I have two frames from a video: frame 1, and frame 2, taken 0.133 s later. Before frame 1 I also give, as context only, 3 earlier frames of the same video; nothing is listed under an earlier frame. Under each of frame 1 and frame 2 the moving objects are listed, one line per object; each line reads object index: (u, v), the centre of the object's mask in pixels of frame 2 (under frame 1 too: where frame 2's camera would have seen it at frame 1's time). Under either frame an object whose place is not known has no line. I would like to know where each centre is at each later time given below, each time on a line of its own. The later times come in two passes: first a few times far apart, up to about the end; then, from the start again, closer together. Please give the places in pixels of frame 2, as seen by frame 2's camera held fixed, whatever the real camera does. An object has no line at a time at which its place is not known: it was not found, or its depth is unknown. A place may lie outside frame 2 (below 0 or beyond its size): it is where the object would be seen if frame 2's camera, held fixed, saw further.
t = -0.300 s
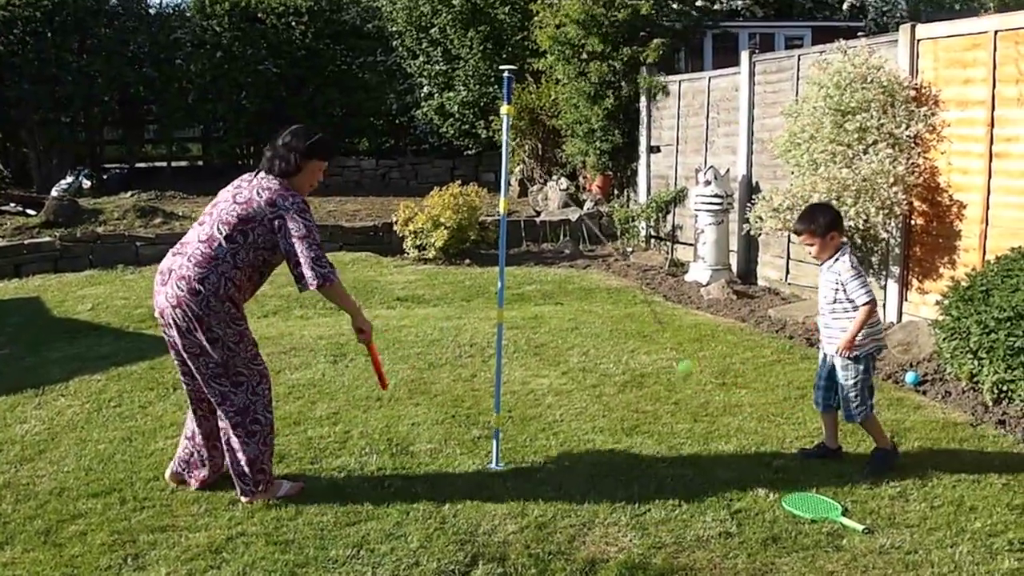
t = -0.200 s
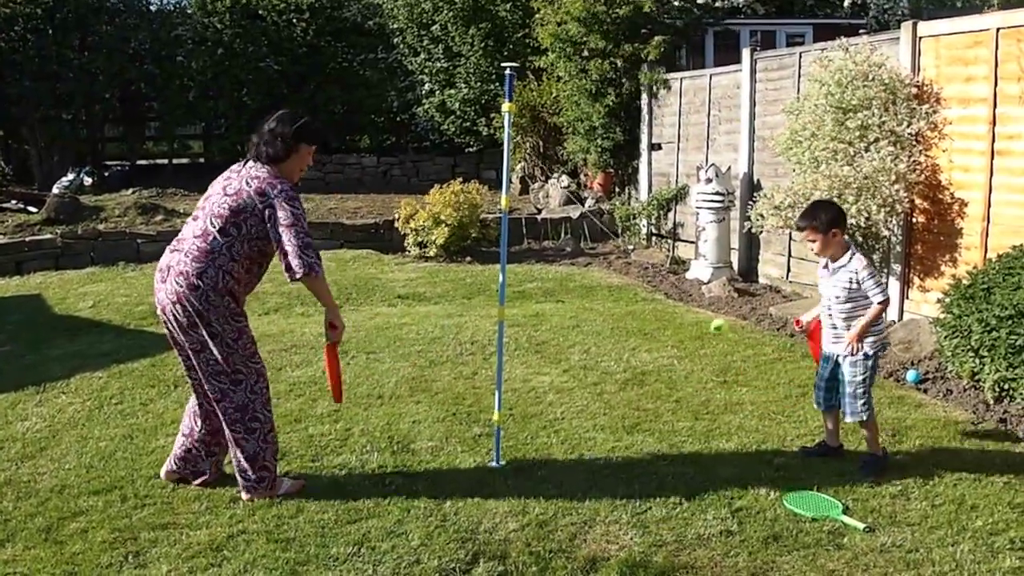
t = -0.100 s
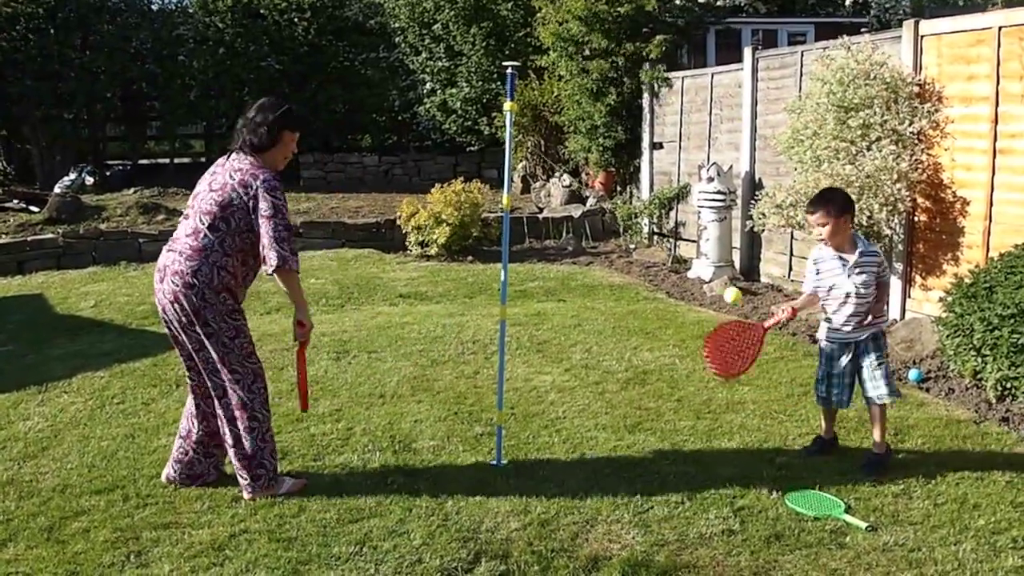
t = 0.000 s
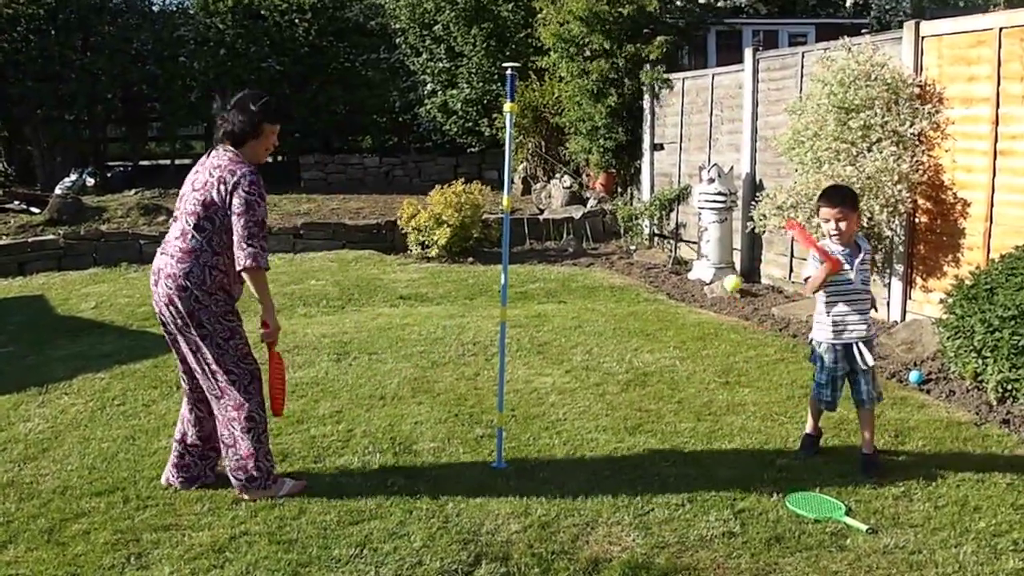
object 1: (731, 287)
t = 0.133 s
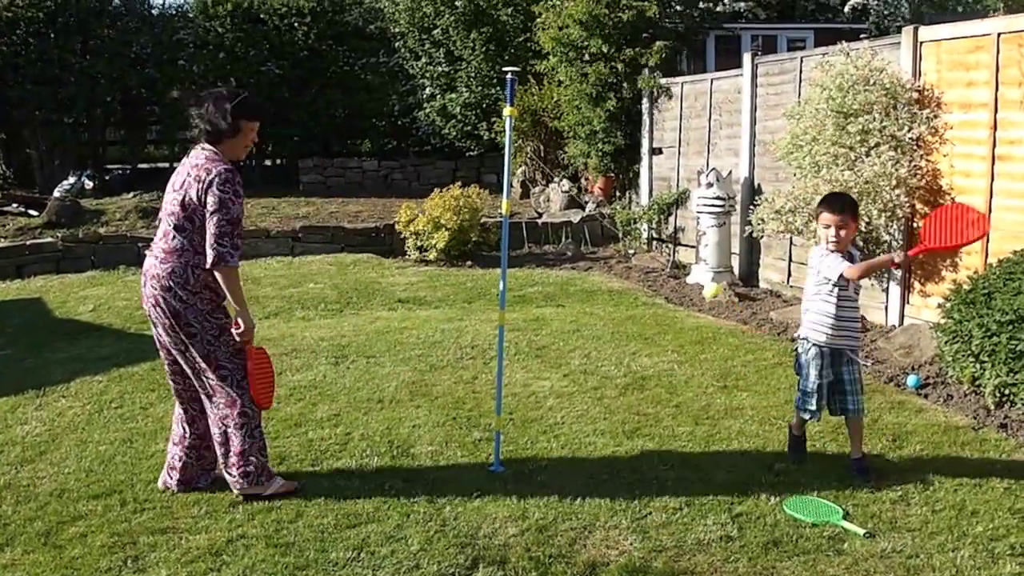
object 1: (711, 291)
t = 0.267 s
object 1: (673, 319)
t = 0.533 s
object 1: (534, 396)
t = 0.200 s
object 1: (696, 302)
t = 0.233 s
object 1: (686, 311)
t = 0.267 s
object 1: (673, 319)
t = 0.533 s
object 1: (534, 396)
